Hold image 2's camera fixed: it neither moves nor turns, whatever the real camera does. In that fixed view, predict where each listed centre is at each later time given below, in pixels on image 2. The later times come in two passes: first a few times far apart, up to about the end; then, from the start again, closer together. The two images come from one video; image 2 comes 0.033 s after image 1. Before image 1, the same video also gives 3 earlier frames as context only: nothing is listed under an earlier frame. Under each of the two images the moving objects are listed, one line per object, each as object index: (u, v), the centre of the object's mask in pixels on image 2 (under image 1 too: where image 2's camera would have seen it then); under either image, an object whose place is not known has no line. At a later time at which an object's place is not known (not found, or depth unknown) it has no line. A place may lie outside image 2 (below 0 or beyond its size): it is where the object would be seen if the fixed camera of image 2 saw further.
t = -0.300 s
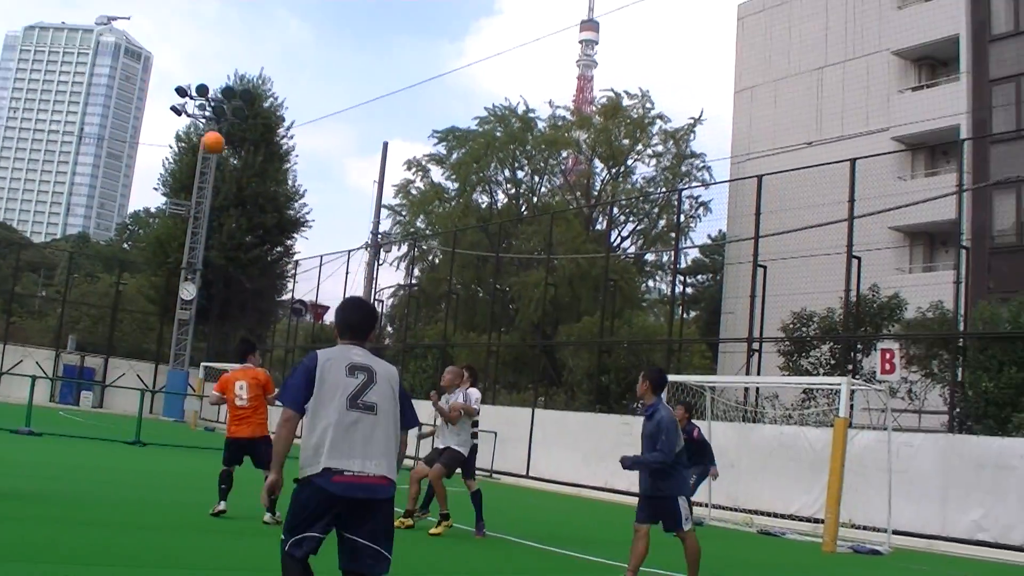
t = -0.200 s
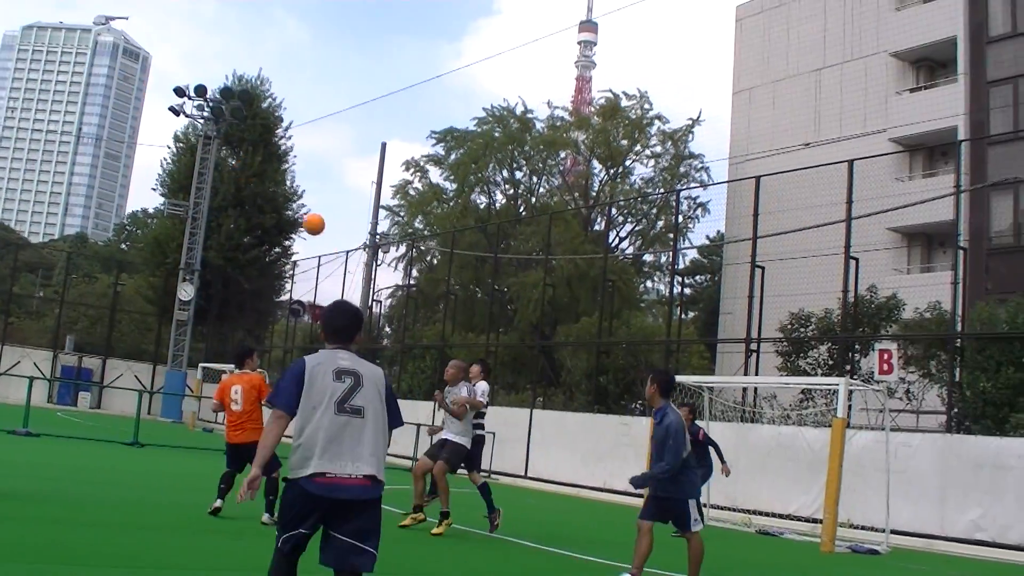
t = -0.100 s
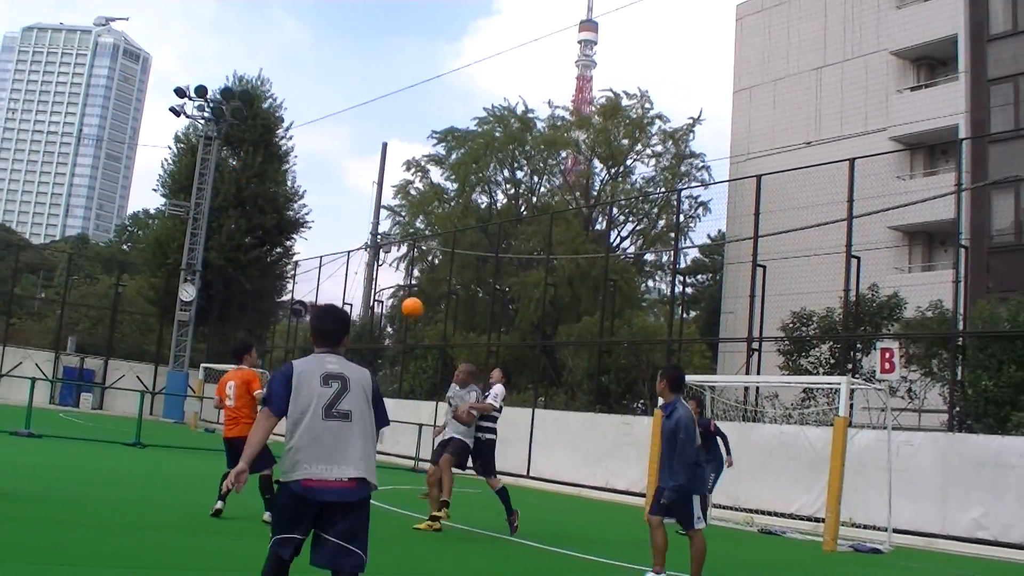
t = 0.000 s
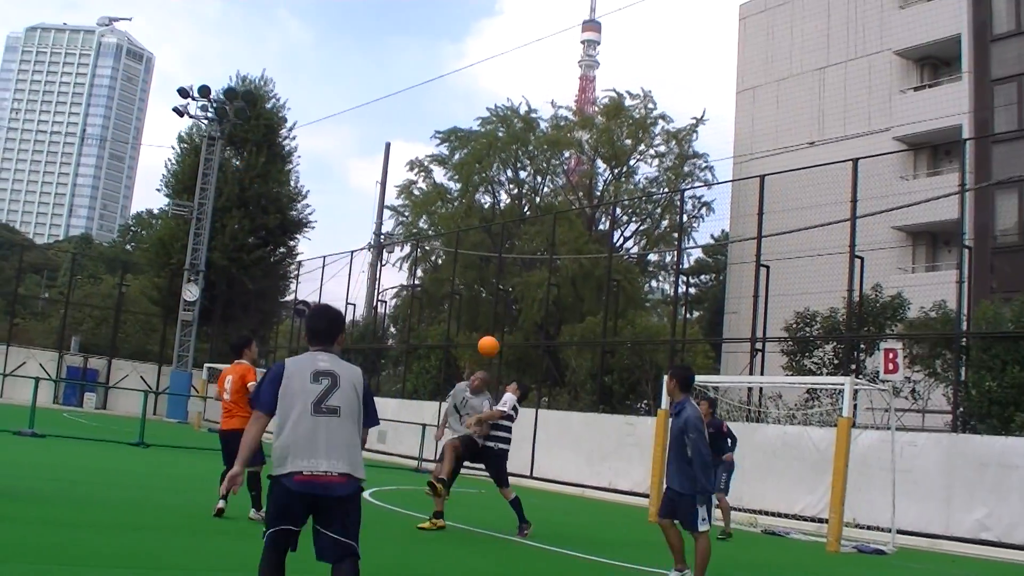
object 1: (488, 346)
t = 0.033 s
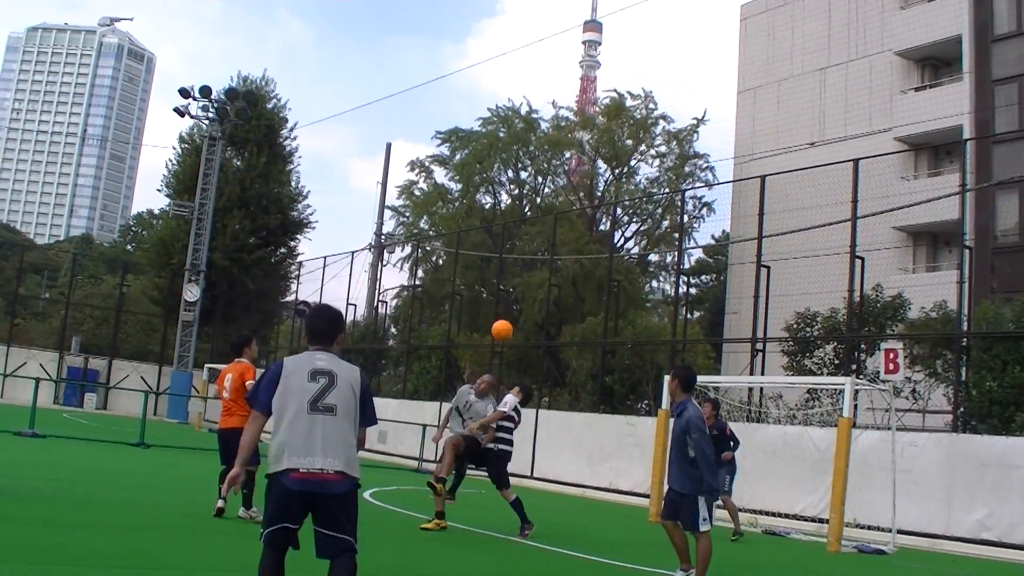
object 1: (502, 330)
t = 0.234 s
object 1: (584, 248)
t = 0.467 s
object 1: (690, 196)
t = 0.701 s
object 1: (815, 203)
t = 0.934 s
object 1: (967, 292)
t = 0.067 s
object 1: (515, 314)
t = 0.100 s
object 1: (528, 299)
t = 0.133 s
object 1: (542, 285)
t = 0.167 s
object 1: (555, 272)
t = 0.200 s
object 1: (569, 260)
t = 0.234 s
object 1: (584, 248)
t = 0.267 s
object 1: (599, 238)
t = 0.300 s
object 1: (613, 228)
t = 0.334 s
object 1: (628, 220)
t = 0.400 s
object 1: (659, 206)
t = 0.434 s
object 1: (674, 200)
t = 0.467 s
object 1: (690, 196)
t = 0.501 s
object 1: (708, 192)
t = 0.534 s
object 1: (724, 191)
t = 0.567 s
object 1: (742, 191)
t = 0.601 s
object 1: (760, 191)
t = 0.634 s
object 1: (778, 194)
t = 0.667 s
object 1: (797, 198)
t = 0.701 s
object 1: (815, 203)
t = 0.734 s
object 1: (835, 210)
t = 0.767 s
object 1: (856, 219)
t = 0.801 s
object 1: (877, 229)
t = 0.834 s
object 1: (899, 241)
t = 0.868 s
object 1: (921, 256)
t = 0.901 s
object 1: (944, 273)
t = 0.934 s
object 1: (967, 292)
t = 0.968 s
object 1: (991, 313)
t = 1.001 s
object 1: (1015, 336)
